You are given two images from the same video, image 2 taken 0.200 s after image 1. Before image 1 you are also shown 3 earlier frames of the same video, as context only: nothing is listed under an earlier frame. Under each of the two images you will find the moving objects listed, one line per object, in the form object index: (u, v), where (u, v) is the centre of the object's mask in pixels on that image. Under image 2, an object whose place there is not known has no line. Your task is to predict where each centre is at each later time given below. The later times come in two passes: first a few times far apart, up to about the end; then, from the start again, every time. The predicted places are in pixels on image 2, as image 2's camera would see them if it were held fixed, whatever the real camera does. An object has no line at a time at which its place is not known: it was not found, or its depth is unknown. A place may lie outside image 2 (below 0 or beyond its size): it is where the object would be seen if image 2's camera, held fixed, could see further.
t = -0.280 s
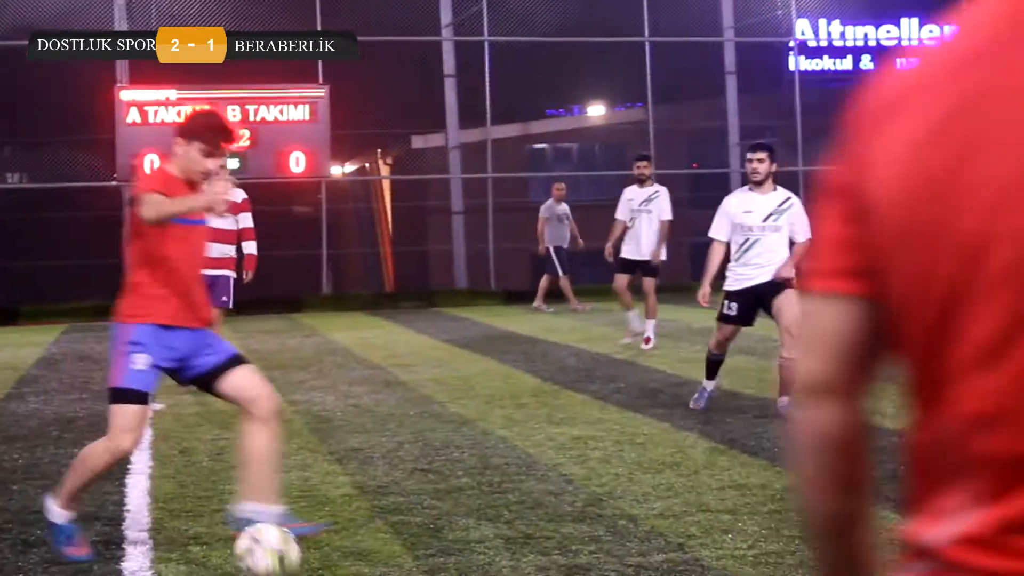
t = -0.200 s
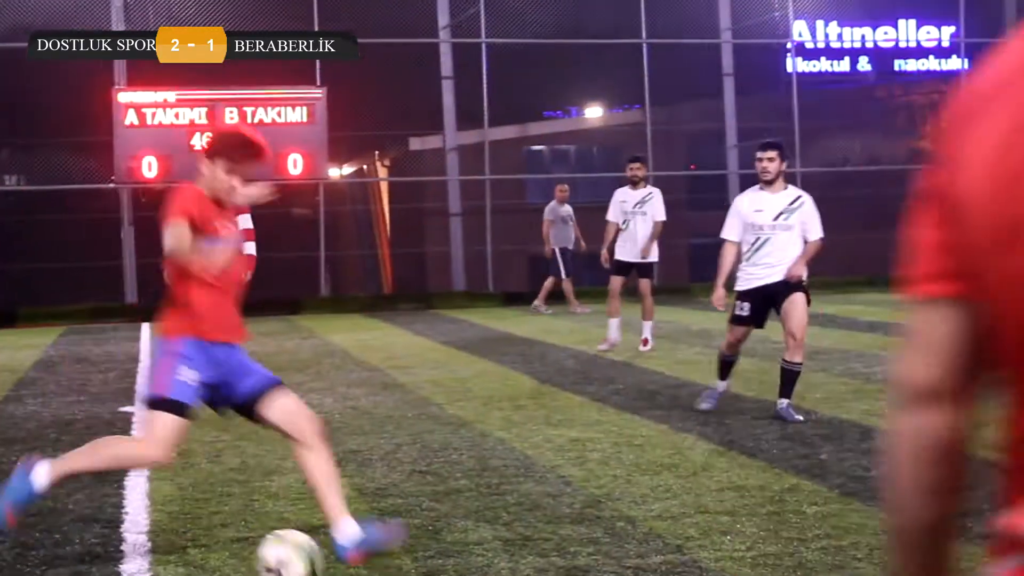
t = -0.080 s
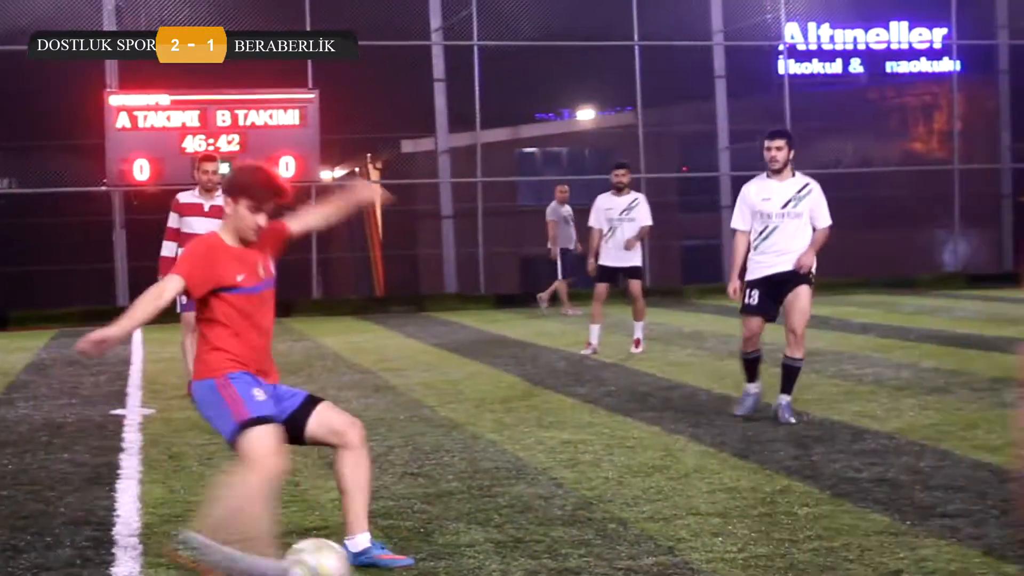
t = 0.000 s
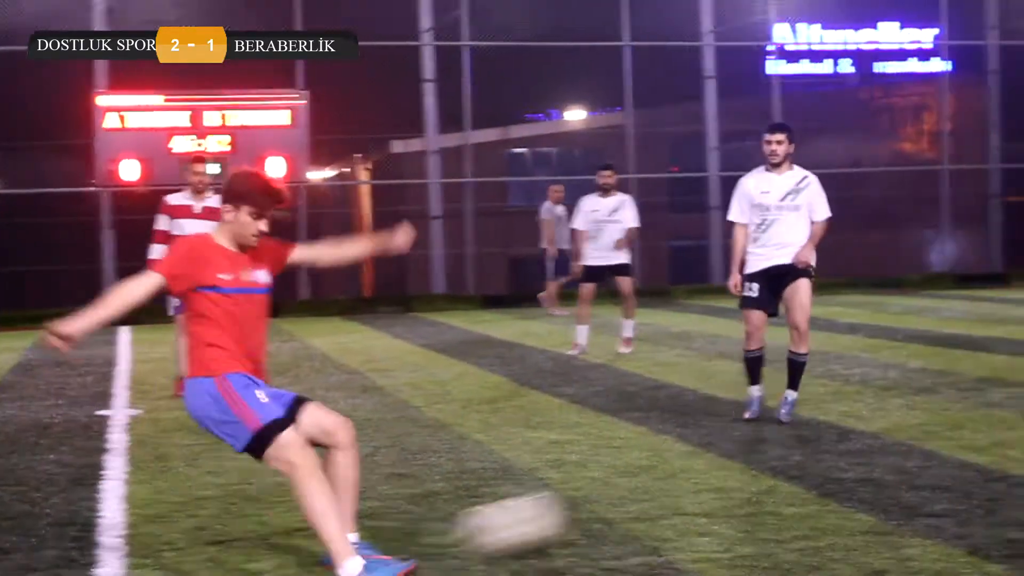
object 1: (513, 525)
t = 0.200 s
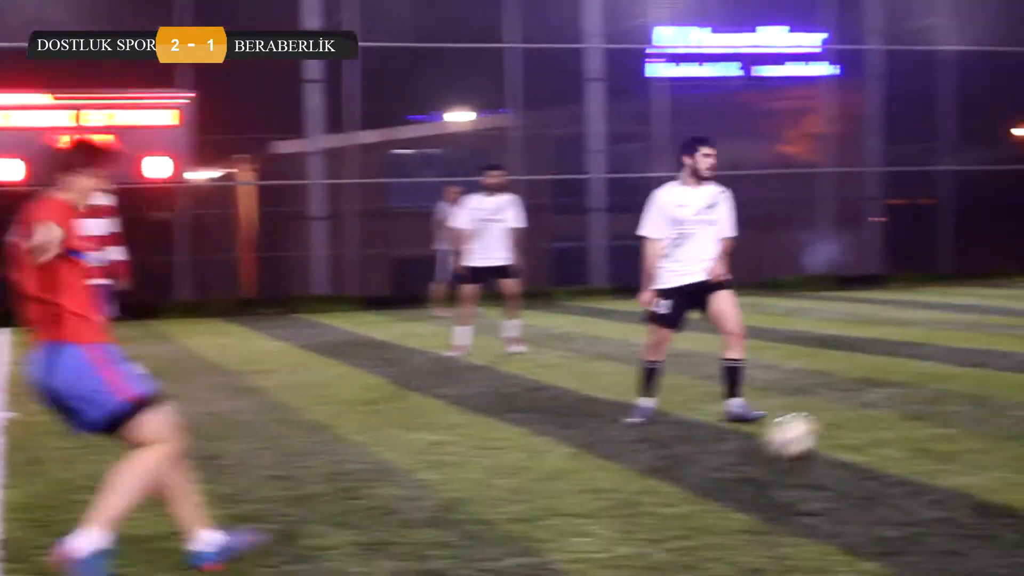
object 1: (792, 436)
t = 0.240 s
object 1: (845, 426)
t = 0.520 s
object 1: (1091, 372)
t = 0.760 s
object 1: (1219, 344)
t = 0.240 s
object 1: (845, 426)
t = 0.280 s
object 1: (891, 415)
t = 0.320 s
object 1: (932, 405)
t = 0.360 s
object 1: (968, 397)
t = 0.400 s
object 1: (1004, 387)
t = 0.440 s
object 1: (1036, 380)
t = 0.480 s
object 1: (1064, 376)
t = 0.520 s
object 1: (1091, 372)
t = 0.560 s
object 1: (1116, 367)
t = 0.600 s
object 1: (1140, 362)
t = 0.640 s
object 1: (1160, 357)
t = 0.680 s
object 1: (1181, 352)
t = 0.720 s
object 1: (1200, 350)
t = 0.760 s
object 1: (1219, 344)
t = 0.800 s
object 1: (1235, 338)
